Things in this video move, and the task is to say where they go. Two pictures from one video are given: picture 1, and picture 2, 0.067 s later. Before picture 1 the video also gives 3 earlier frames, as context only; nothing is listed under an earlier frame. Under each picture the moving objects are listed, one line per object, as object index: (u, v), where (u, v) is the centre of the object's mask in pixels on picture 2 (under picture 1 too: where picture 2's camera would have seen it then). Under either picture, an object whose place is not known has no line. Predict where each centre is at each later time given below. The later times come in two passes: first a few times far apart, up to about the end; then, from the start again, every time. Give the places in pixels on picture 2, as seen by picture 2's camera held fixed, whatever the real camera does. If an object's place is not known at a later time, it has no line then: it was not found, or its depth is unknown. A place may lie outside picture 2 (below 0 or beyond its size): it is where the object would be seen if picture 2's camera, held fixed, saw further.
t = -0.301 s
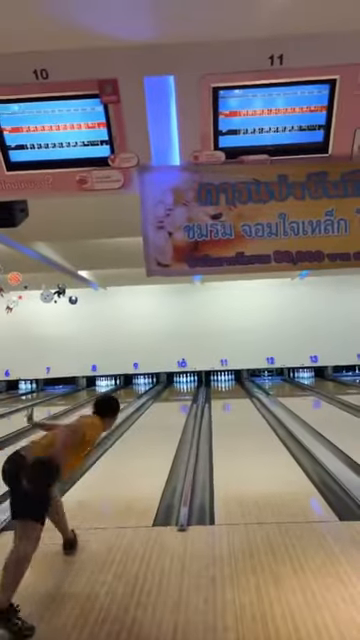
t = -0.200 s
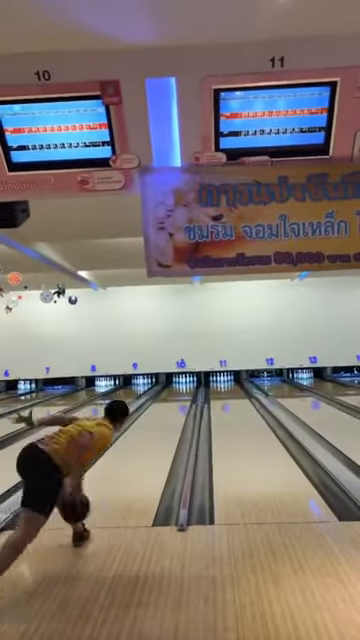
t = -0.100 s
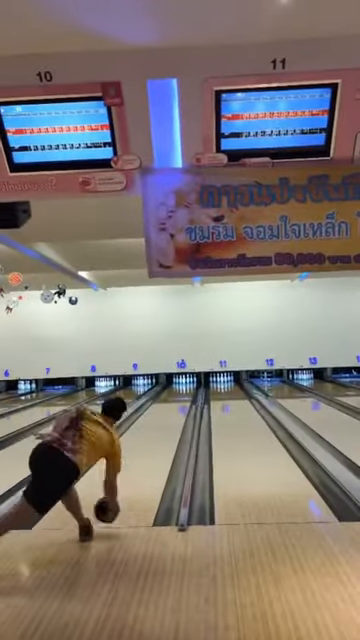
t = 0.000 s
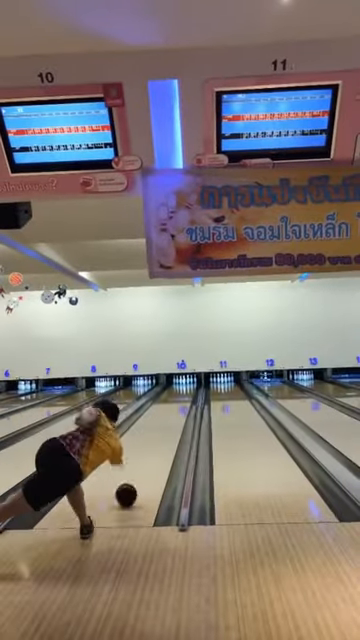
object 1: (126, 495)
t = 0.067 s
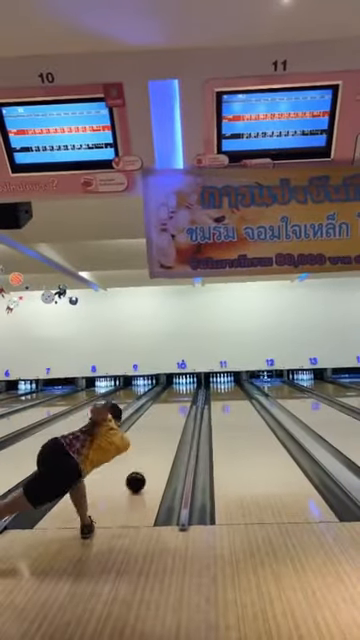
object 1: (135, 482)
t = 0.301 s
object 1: (157, 451)
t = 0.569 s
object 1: (171, 428)
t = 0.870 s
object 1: (181, 413)
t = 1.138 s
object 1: (187, 403)
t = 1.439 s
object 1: (192, 396)
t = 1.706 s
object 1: (193, 390)
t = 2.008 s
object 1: (192, 386)
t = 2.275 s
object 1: (189, 385)
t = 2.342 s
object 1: (189, 384)
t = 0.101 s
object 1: (139, 476)
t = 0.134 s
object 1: (143, 471)
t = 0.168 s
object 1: (146, 467)
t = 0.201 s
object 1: (149, 462)
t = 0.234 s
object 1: (152, 458)
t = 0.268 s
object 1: (154, 454)
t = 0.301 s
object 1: (157, 451)
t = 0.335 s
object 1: (159, 447)
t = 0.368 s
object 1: (161, 444)
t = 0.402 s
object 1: (163, 441)
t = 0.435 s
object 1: (165, 438)
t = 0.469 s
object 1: (166, 436)
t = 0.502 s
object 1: (168, 433)
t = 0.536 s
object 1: (169, 431)
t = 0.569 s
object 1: (171, 428)
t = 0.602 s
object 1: (172, 426)
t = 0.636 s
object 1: (174, 424)
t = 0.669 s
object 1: (174, 422)
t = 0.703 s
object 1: (176, 420)
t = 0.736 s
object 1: (177, 419)
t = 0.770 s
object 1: (178, 417)
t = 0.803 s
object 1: (179, 415)
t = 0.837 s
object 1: (180, 414)
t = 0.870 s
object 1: (181, 413)
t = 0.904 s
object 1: (182, 411)
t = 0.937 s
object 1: (183, 410)
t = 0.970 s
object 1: (183, 409)
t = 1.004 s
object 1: (184, 407)
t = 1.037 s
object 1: (185, 406)
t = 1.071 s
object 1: (185, 405)
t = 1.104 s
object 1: (186, 404)
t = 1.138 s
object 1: (187, 403)
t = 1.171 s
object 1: (187, 402)
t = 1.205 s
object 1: (188, 401)
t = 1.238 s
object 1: (189, 400)
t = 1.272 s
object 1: (189, 400)
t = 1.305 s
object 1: (189, 398)
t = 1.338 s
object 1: (190, 398)
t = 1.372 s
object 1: (191, 397)
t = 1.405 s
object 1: (191, 397)
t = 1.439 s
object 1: (192, 396)
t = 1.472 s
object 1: (192, 395)
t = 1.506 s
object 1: (192, 394)
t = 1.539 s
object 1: (192, 394)
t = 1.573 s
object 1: (192, 393)
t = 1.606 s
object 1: (192, 392)
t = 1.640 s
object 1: (192, 392)
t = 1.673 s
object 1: (193, 390)
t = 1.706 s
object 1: (193, 390)
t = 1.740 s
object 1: (193, 390)
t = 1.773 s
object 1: (193, 389)
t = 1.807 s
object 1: (194, 389)
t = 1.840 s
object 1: (193, 389)
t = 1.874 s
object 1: (193, 389)
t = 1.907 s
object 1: (193, 388)
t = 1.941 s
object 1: (193, 388)
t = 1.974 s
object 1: (192, 387)
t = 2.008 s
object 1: (192, 386)
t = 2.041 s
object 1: (193, 385)
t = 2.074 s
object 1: (192, 385)
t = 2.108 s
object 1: (192, 385)
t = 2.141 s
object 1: (193, 385)
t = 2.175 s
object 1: (191, 384)
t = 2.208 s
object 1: (191, 384)
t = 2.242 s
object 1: (190, 385)
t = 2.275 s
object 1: (189, 385)
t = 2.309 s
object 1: (189, 384)
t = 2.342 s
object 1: (189, 384)
